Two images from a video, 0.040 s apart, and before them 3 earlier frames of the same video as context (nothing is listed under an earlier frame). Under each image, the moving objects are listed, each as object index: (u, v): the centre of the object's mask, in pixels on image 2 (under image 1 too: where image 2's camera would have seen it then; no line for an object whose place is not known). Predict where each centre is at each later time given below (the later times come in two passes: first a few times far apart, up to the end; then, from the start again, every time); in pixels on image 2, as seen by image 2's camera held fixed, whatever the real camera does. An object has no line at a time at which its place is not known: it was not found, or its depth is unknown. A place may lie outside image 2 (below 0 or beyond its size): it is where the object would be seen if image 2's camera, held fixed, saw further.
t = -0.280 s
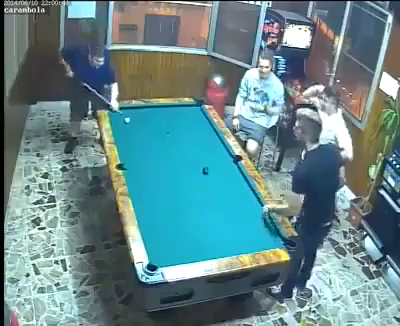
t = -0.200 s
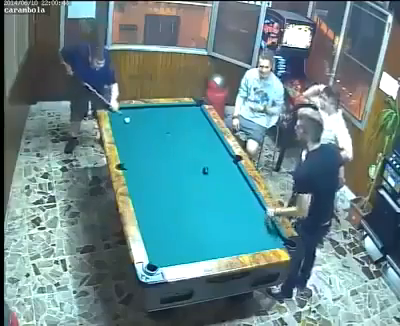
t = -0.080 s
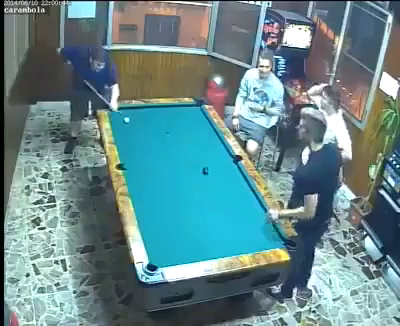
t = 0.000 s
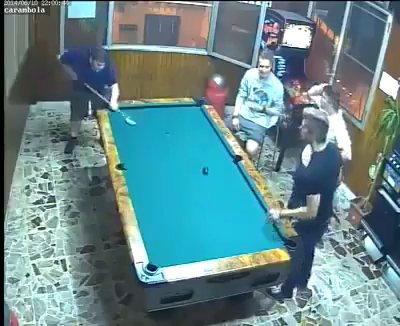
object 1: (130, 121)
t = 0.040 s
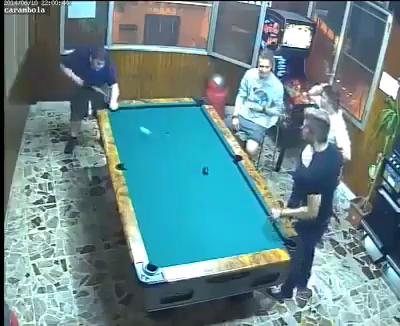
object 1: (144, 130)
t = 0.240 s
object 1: (200, 186)
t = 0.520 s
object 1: (199, 237)
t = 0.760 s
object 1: (182, 205)
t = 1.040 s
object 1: (176, 216)
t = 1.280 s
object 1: (171, 223)
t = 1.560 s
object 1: (166, 231)
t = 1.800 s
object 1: (162, 237)
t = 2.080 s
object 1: (157, 245)
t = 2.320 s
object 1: (155, 249)
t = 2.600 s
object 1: (159, 252)
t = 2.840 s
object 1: (162, 255)
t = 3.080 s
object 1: (165, 256)
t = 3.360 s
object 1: (168, 257)
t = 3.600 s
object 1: (169, 258)
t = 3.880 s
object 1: (171, 258)
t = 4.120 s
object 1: (172, 258)
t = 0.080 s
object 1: (160, 141)
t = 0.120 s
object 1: (177, 152)
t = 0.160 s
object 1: (195, 165)
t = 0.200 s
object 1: (200, 175)
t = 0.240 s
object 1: (200, 186)
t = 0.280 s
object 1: (200, 197)
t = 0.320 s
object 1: (201, 209)
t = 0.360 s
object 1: (203, 221)
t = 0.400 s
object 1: (204, 235)
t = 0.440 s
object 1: (206, 249)
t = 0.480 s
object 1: (203, 247)
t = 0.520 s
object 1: (199, 237)
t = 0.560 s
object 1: (195, 228)
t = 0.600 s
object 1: (191, 220)
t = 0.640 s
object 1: (187, 212)
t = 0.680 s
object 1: (184, 206)
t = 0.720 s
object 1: (183, 202)
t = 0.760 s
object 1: (182, 205)
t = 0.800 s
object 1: (181, 207)
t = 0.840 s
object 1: (180, 209)
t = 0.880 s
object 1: (179, 211)
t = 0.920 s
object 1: (178, 213)
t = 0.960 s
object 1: (177, 214)
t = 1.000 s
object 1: (177, 215)
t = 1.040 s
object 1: (176, 216)
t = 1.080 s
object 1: (175, 217)
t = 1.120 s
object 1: (174, 218)
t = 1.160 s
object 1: (174, 220)
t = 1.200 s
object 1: (173, 221)
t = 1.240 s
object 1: (172, 222)
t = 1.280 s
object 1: (171, 223)
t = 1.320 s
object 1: (170, 224)
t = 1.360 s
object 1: (170, 225)
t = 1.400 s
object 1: (169, 227)
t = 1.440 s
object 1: (168, 228)
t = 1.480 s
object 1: (167, 229)
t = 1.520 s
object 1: (167, 230)
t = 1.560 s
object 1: (166, 231)
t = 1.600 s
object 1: (165, 232)
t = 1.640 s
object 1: (164, 233)
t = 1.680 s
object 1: (164, 234)
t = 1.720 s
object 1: (163, 235)
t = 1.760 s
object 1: (162, 236)
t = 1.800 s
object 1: (162, 237)
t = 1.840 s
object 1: (161, 239)
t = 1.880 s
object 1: (160, 240)
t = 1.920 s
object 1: (159, 241)
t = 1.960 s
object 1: (159, 242)
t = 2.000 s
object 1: (158, 243)
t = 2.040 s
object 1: (157, 244)
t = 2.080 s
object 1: (157, 245)
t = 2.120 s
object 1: (156, 246)
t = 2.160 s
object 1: (155, 247)
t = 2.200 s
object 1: (155, 248)
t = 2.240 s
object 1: (154, 249)
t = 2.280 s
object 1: (155, 250)
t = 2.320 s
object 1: (155, 249)
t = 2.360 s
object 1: (156, 250)
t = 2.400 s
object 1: (156, 251)
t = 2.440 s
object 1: (157, 251)
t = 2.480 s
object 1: (157, 251)
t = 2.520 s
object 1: (158, 252)
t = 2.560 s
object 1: (158, 252)
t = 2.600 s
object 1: (159, 252)
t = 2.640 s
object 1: (160, 253)
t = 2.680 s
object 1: (160, 253)
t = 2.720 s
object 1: (161, 253)
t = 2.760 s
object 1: (161, 254)
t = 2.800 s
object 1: (162, 254)
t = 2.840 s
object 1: (162, 255)
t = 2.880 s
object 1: (163, 255)
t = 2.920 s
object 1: (163, 255)
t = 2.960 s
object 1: (164, 256)
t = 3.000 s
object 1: (164, 256)
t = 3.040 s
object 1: (165, 256)
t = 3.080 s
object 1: (165, 256)
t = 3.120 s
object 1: (166, 256)
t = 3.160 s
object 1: (166, 256)
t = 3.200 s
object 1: (166, 257)
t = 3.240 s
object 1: (167, 257)
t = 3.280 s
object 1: (167, 257)
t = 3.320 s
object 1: (167, 257)
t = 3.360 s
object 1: (168, 257)
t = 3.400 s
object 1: (168, 257)
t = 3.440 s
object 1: (168, 257)
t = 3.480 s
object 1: (169, 257)
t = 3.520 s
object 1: (169, 257)
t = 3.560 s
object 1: (169, 258)
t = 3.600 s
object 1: (169, 258)
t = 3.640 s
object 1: (170, 258)
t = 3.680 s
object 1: (170, 258)
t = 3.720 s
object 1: (170, 258)
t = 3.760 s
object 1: (170, 258)
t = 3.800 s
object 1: (171, 258)
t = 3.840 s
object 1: (171, 258)
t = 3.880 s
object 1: (171, 258)
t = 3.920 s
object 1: (171, 258)
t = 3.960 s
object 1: (172, 258)
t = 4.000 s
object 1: (172, 258)
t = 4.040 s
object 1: (172, 258)
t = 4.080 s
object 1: (172, 258)
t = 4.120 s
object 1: (172, 258)
